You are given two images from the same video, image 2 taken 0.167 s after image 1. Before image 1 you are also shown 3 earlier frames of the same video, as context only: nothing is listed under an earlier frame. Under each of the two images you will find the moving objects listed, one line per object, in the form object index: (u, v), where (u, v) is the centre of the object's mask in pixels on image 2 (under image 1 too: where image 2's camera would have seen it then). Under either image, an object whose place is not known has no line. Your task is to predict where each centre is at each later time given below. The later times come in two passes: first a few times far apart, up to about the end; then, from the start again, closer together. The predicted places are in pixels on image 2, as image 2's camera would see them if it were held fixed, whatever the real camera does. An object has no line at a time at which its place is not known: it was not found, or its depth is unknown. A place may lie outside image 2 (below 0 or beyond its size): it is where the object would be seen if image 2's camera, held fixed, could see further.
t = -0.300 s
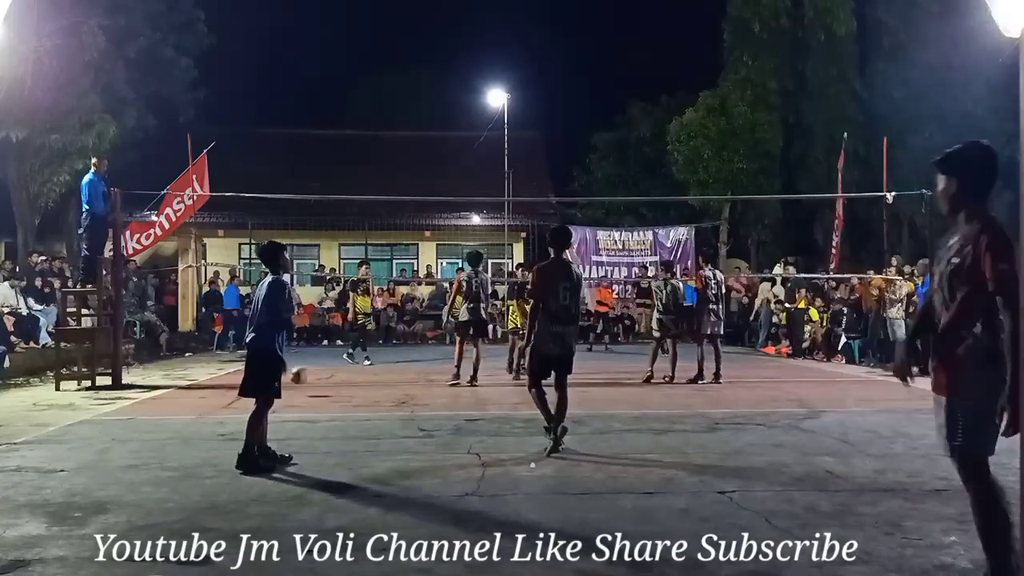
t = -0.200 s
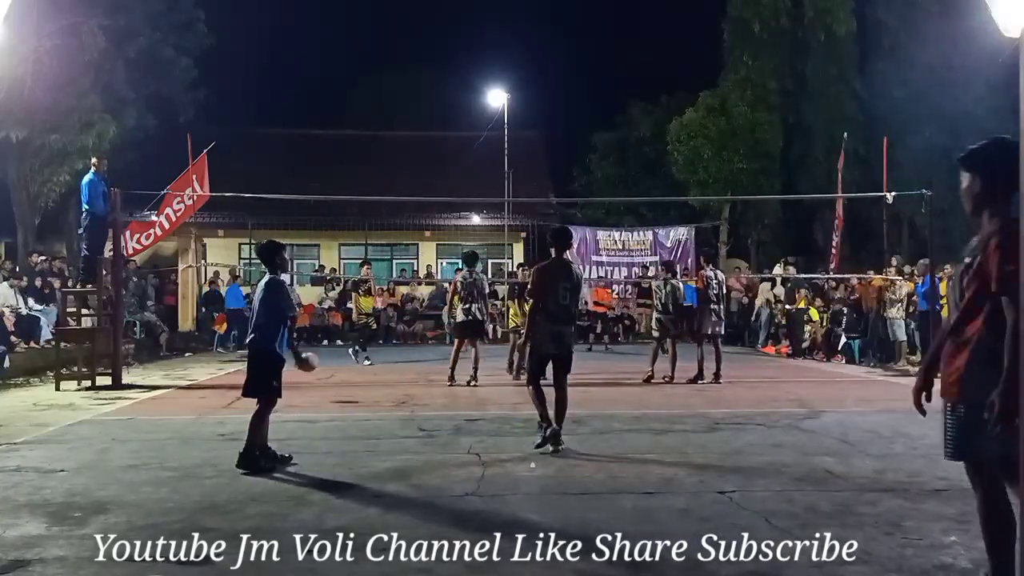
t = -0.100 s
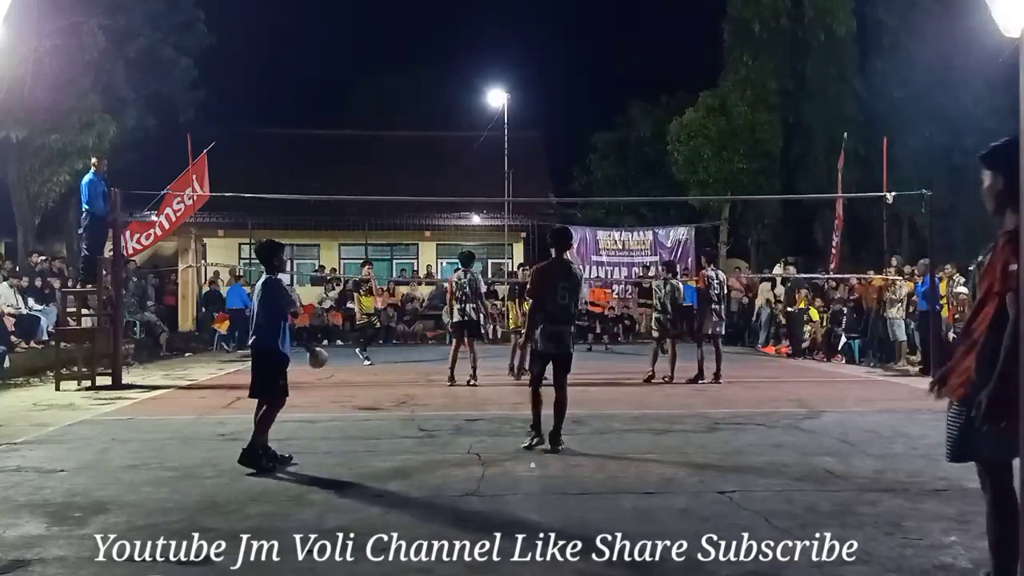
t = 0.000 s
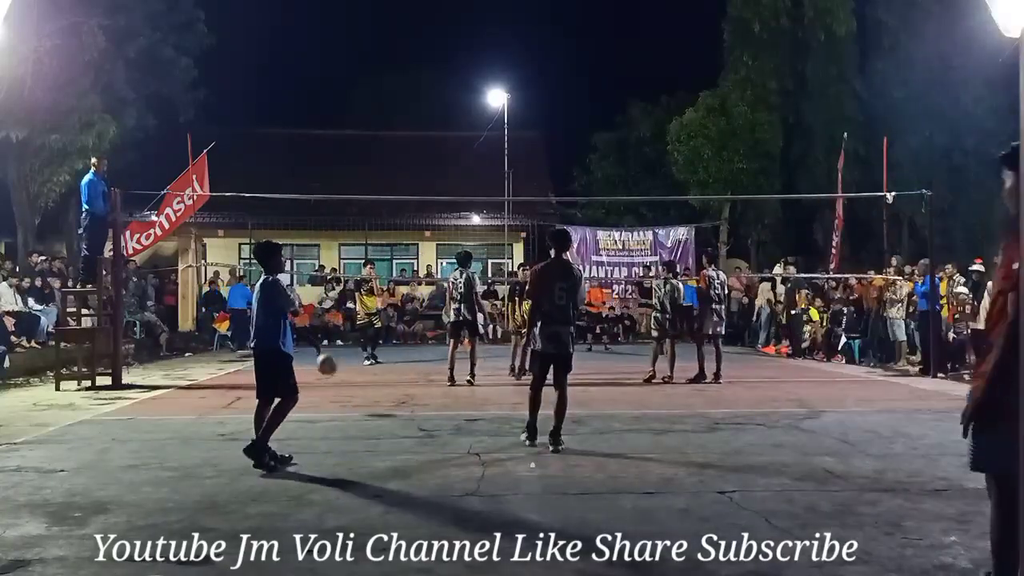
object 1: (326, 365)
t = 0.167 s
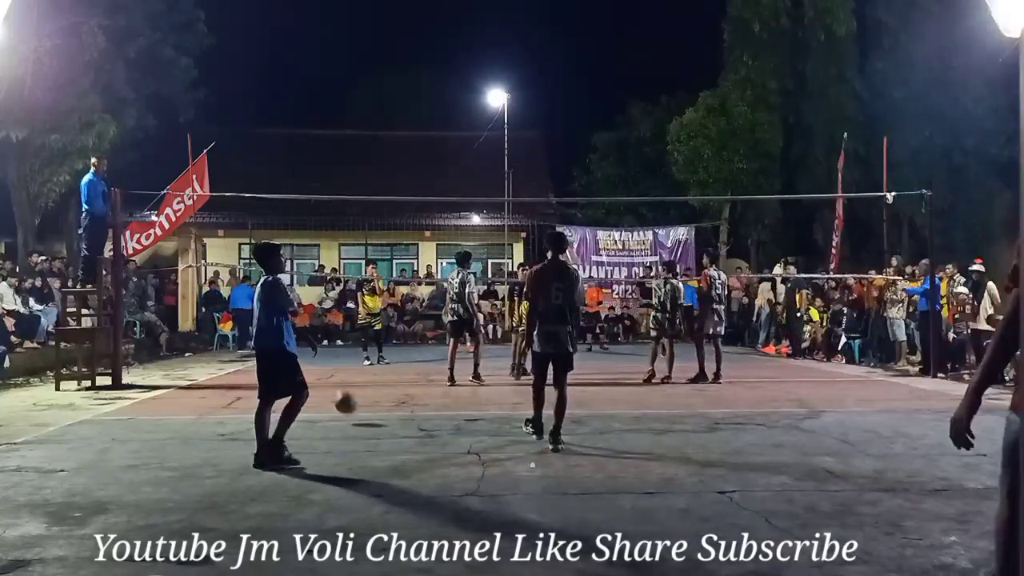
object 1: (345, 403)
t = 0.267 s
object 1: (359, 404)
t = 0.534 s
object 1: (401, 404)
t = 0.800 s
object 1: (459, 445)
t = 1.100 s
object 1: (565, 502)
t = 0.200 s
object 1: (351, 415)
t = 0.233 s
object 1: (355, 410)
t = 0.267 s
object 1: (359, 404)
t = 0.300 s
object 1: (363, 399)
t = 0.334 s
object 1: (368, 395)
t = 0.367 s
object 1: (373, 393)
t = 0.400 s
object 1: (377, 392)
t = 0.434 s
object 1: (383, 392)
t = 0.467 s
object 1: (389, 395)
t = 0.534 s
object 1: (401, 404)
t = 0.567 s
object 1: (407, 412)
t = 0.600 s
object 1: (414, 421)
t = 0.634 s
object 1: (419, 435)
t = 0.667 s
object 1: (426, 448)
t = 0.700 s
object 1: (435, 465)
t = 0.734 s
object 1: (442, 457)
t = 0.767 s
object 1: (450, 450)
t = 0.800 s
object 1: (459, 445)
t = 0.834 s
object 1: (468, 441)
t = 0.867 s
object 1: (479, 440)
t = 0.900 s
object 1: (488, 441)
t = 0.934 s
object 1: (499, 444)
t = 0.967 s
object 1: (510, 449)
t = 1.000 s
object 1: (522, 457)
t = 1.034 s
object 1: (535, 469)
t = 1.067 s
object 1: (550, 484)
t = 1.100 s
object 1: (565, 502)
